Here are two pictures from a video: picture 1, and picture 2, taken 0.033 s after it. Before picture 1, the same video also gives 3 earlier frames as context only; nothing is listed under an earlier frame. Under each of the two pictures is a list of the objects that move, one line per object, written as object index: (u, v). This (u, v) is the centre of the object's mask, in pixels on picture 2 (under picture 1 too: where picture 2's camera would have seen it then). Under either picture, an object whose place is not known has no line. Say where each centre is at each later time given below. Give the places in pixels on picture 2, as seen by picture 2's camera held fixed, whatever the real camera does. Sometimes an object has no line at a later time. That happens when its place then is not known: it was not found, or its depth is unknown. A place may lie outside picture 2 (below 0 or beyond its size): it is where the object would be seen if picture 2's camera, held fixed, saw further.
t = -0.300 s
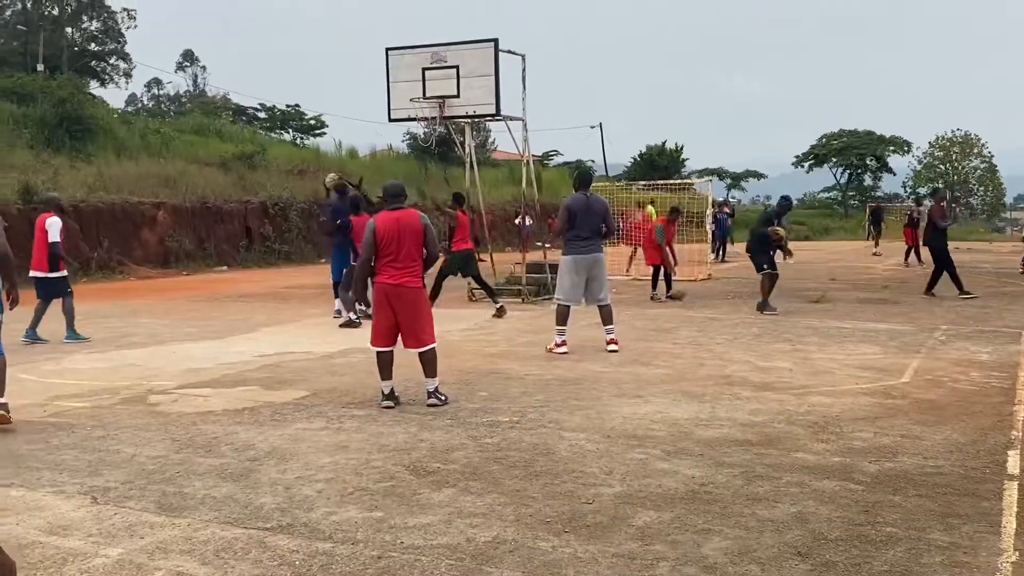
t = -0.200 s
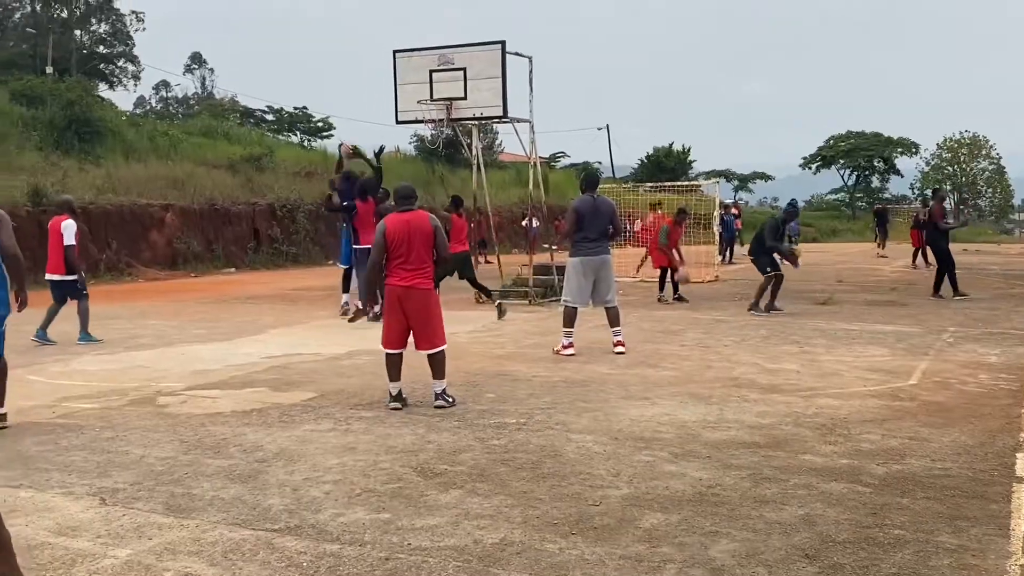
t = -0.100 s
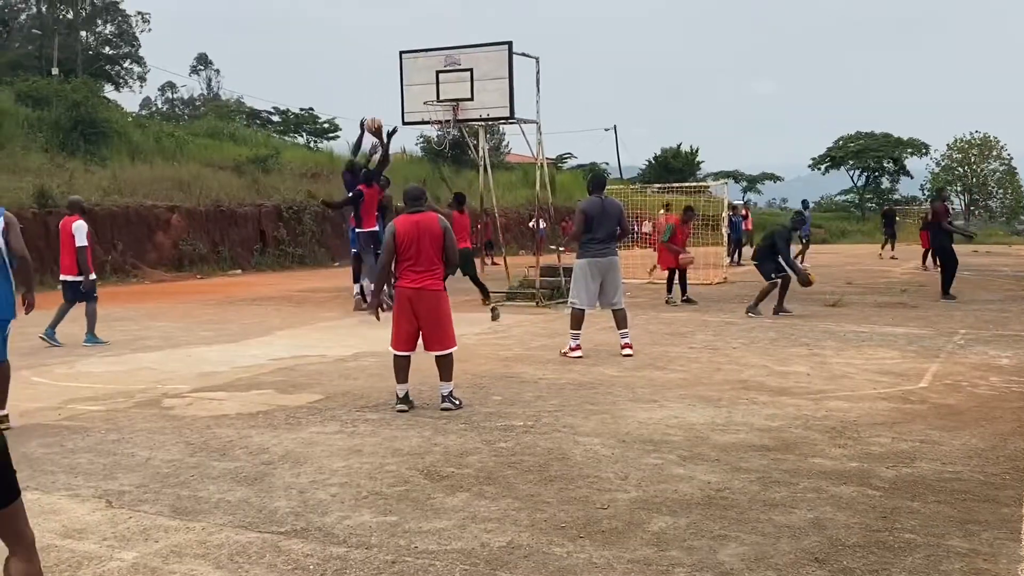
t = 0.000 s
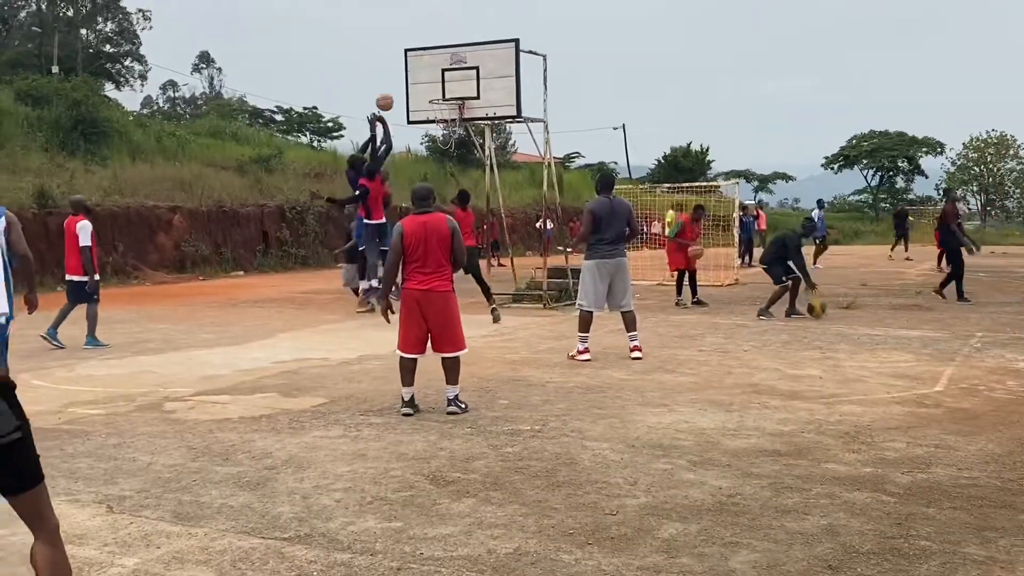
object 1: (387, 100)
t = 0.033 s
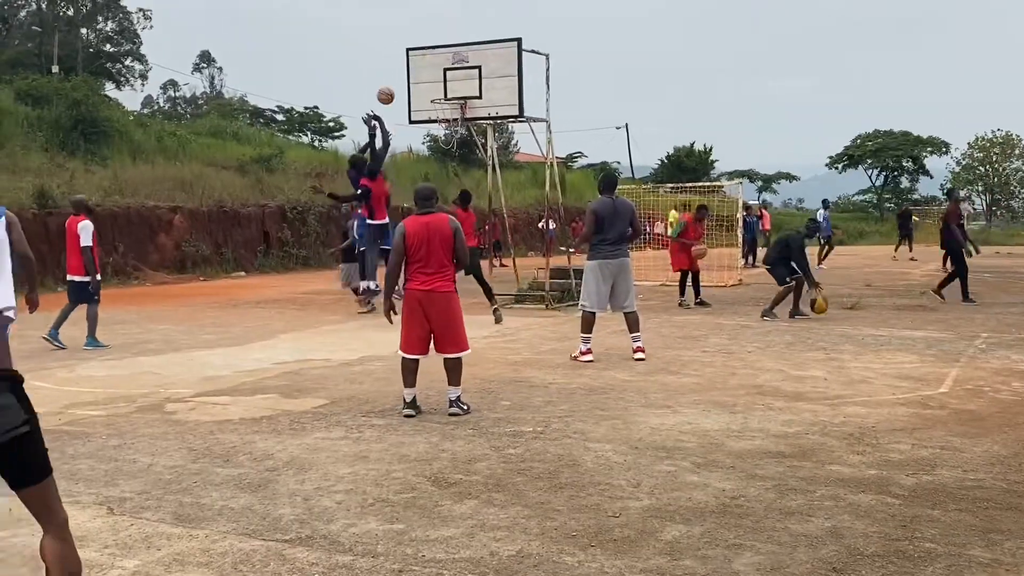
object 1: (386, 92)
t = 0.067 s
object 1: (384, 88)
